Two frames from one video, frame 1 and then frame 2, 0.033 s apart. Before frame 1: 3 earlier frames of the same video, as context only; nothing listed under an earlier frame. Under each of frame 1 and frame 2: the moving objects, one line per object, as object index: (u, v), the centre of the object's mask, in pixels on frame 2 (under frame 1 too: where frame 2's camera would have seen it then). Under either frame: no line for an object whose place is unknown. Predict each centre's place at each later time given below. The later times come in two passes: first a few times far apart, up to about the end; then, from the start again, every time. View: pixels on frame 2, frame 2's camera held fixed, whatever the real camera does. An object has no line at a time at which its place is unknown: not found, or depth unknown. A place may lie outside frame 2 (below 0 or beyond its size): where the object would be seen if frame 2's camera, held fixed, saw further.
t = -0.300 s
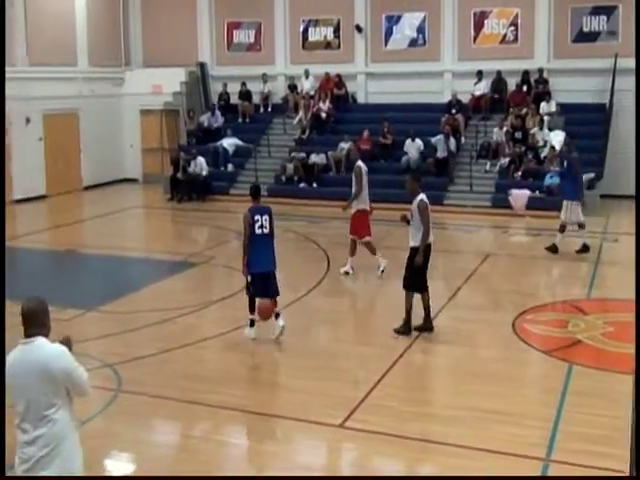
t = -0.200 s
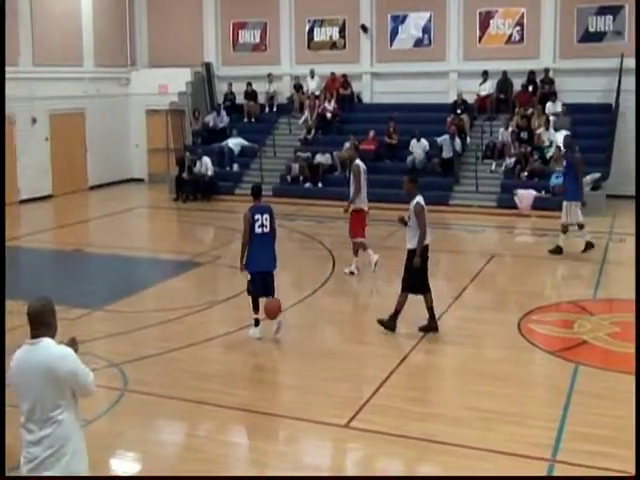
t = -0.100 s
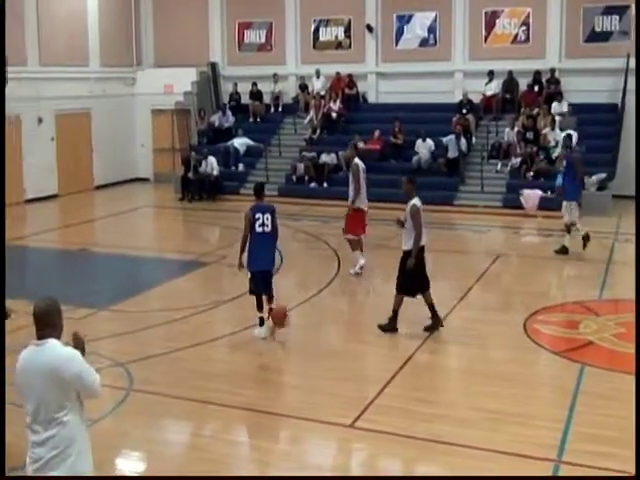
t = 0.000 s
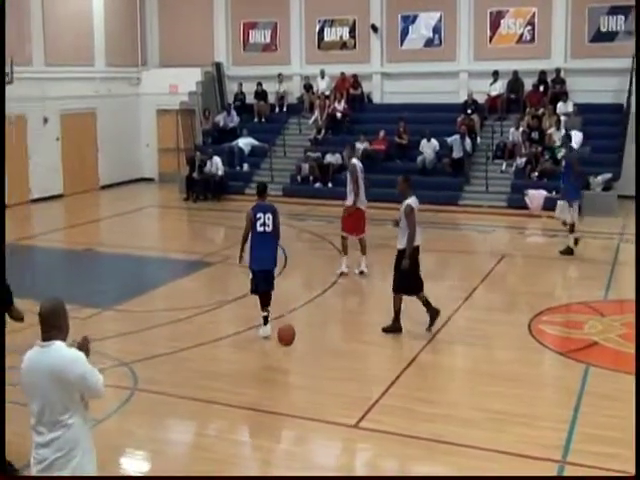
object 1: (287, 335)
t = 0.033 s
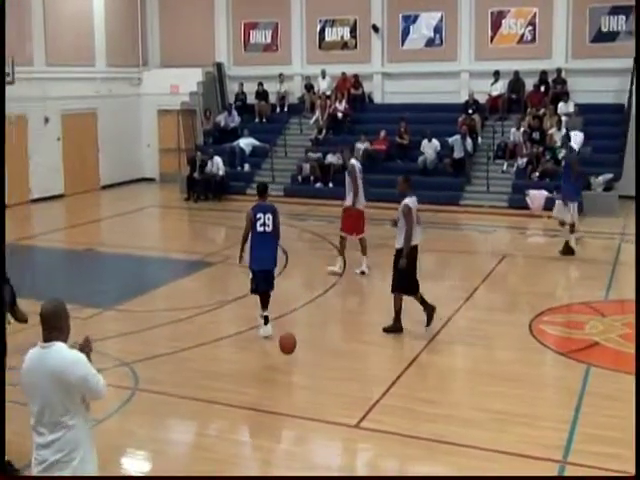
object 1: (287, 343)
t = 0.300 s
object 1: (290, 334)
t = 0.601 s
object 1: (294, 371)
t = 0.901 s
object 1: (300, 363)
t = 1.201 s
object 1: (306, 373)
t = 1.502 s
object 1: (311, 386)
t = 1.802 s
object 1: (317, 400)
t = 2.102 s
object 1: (324, 414)
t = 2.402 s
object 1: (331, 425)
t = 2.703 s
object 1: (339, 436)
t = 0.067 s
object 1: (288, 352)
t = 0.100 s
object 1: (288, 357)
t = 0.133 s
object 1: (289, 351)
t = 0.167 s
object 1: (289, 345)
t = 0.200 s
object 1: (289, 341)
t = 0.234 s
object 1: (290, 338)
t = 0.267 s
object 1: (290, 336)
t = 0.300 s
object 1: (290, 334)
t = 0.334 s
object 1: (290, 334)
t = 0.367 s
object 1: (291, 334)
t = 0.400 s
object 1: (292, 337)
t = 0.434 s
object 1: (292, 340)
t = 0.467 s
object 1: (293, 344)
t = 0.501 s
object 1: (293, 350)
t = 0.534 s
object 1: (294, 356)
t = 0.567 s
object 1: (294, 364)
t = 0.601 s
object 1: (294, 371)
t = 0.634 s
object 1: (295, 366)
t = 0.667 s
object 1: (295, 362)
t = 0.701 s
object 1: (296, 358)
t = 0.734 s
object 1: (297, 357)
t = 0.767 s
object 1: (297, 355)
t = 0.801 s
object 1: (298, 356)
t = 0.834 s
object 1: (299, 357)
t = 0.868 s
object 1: (299, 359)
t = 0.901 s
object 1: (300, 363)
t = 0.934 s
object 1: (301, 367)
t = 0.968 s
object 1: (301, 373)
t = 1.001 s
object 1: (302, 381)
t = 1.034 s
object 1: (303, 380)
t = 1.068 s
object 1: (303, 377)
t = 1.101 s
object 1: (304, 374)
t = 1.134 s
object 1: (304, 373)
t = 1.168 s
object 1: (305, 373)
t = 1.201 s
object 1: (306, 373)
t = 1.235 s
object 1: (306, 375)
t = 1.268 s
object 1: (306, 379)
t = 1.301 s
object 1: (307, 384)
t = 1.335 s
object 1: (308, 390)
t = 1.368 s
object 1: (308, 391)
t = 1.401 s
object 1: (309, 388)
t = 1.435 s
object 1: (309, 386)
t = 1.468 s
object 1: (310, 385)
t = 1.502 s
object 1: (311, 386)
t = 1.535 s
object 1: (312, 388)
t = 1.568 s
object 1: (312, 391)
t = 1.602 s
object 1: (313, 395)
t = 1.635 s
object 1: (314, 400)
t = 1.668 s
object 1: (314, 398)
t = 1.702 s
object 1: (315, 397)
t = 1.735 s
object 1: (316, 397)
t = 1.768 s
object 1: (316, 397)
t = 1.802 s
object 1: (317, 400)
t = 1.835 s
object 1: (318, 403)
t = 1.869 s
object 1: (319, 408)
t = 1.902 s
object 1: (319, 407)
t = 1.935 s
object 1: (320, 406)
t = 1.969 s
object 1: (321, 406)
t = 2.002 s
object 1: (321, 408)
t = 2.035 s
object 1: (322, 413)
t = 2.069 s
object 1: (323, 414)
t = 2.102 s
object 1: (324, 414)
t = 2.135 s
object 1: (324, 414)
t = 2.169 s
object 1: (325, 416)
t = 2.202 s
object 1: (327, 419)
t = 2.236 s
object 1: (327, 419)
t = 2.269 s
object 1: (328, 419)
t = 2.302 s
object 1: (328, 420)
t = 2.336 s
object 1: (330, 424)
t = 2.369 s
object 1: (330, 424)
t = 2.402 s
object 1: (331, 425)
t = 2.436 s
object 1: (332, 426)
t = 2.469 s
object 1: (333, 427)
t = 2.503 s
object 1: (334, 428)
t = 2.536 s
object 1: (335, 431)
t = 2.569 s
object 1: (335, 431)
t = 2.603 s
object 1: (336, 433)
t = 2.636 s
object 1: (337, 434)
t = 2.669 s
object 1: (338, 436)
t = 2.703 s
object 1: (339, 436)
